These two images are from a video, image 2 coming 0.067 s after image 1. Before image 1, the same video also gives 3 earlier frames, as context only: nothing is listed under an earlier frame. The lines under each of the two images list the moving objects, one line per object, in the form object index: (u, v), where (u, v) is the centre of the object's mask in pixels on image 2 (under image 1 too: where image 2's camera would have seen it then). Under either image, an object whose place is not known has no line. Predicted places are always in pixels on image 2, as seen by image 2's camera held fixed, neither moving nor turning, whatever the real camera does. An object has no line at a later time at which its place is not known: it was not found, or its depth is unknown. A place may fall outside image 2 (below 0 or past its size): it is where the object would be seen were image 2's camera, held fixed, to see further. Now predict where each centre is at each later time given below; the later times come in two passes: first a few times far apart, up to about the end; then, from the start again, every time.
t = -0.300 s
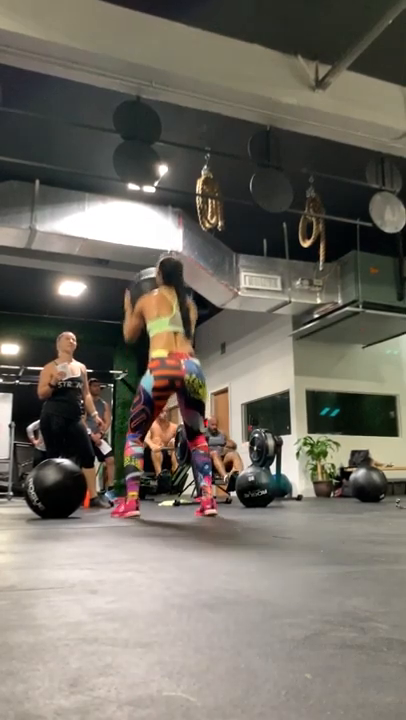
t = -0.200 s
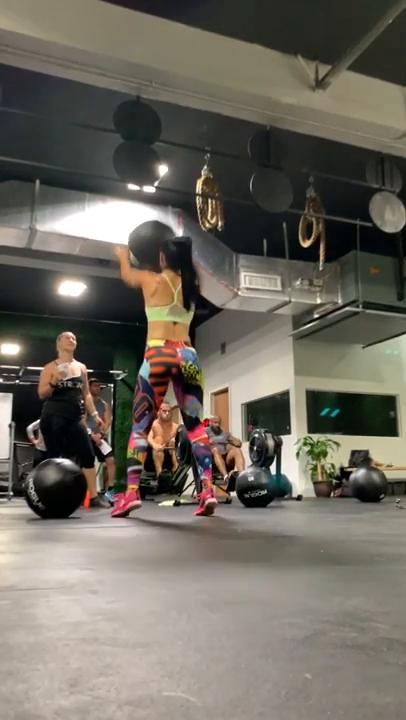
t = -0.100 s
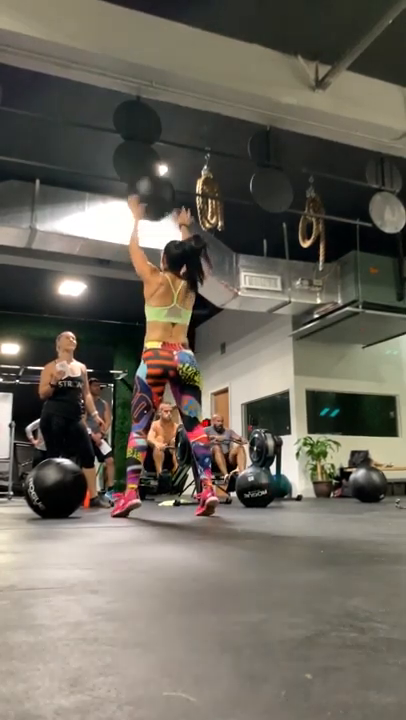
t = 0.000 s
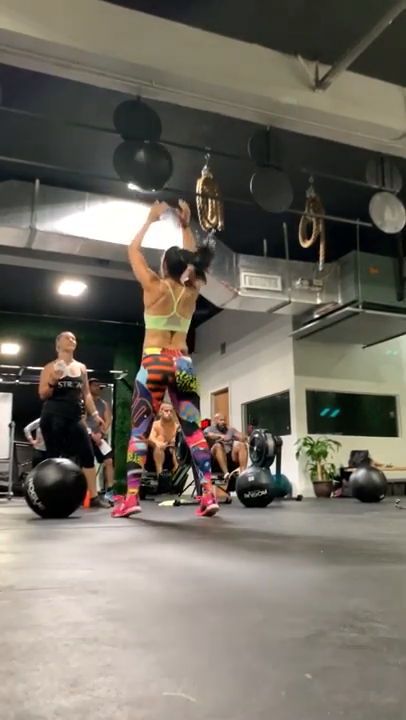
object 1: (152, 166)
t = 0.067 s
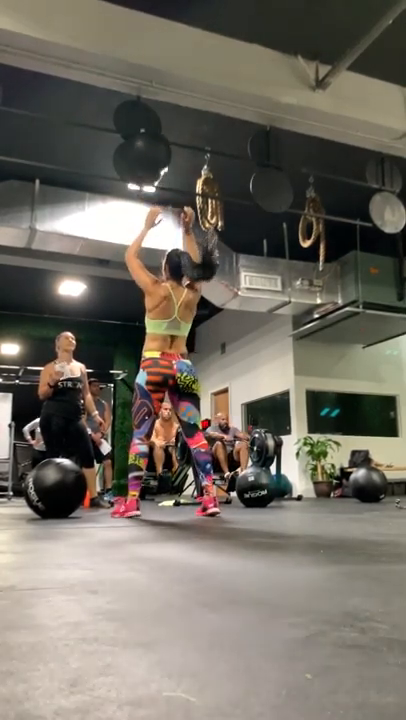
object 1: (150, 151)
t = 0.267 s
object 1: (151, 143)
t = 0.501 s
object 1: (152, 193)
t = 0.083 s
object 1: (148, 149)
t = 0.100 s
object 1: (148, 147)
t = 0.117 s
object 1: (148, 146)
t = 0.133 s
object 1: (148, 145)
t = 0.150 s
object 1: (149, 144)
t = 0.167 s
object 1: (149, 143)
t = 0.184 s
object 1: (149, 143)
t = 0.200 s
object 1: (150, 143)
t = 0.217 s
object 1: (150, 142)
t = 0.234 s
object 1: (150, 143)
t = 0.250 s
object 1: (150, 142)
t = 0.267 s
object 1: (151, 143)
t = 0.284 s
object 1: (151, 143)
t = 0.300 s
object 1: (151, 144)
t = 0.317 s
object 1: (151, 147)
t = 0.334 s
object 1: (151, 150)
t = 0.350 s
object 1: (151, 156)
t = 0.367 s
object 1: (152, 158)
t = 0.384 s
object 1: (152, 160)
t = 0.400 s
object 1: (152, 163)
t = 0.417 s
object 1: (152, 166)
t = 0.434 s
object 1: (152, 170)
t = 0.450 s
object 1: (151, 175)
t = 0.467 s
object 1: (153, 180)
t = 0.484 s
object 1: (154, 188)
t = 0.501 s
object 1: (152, 193)
